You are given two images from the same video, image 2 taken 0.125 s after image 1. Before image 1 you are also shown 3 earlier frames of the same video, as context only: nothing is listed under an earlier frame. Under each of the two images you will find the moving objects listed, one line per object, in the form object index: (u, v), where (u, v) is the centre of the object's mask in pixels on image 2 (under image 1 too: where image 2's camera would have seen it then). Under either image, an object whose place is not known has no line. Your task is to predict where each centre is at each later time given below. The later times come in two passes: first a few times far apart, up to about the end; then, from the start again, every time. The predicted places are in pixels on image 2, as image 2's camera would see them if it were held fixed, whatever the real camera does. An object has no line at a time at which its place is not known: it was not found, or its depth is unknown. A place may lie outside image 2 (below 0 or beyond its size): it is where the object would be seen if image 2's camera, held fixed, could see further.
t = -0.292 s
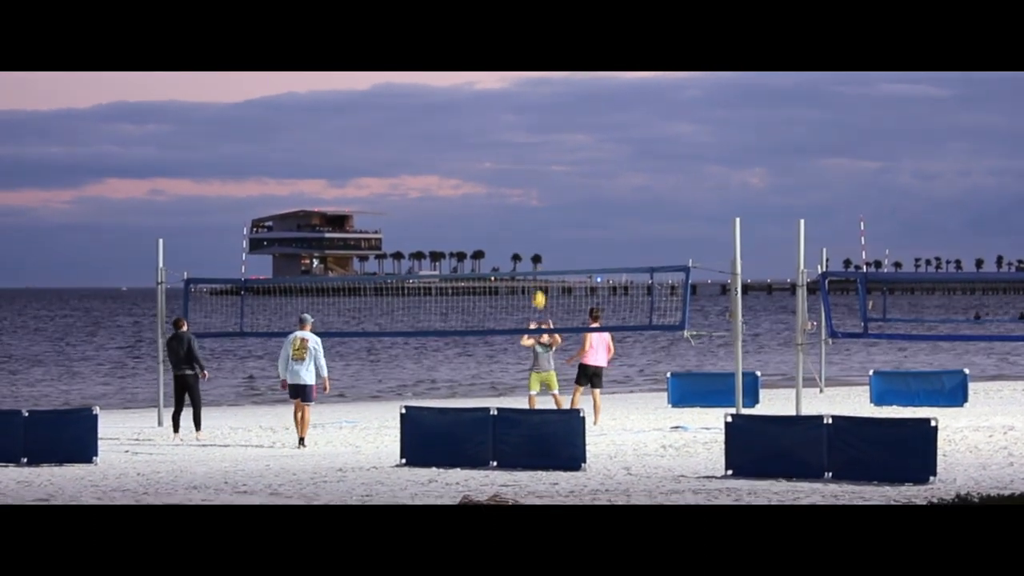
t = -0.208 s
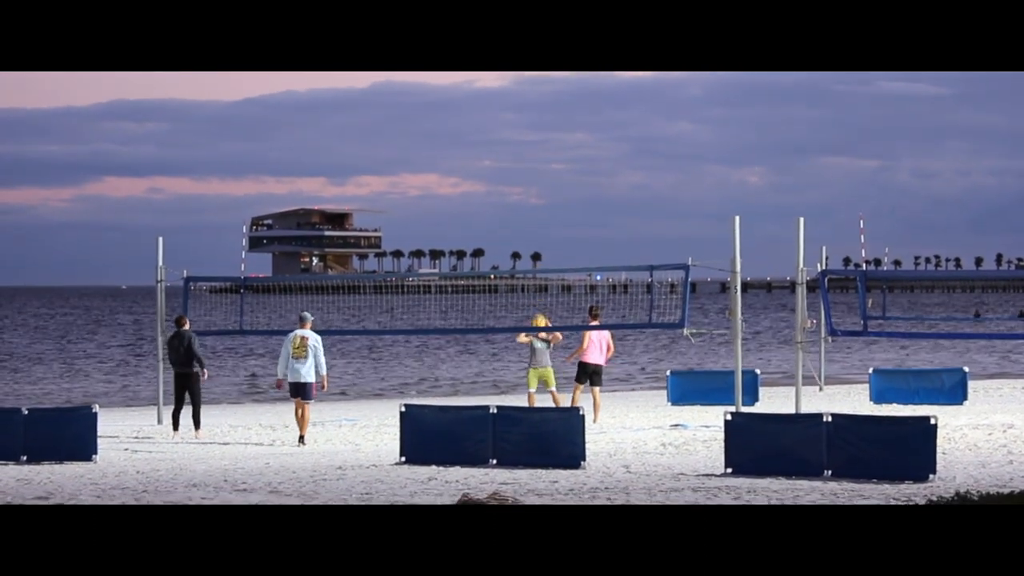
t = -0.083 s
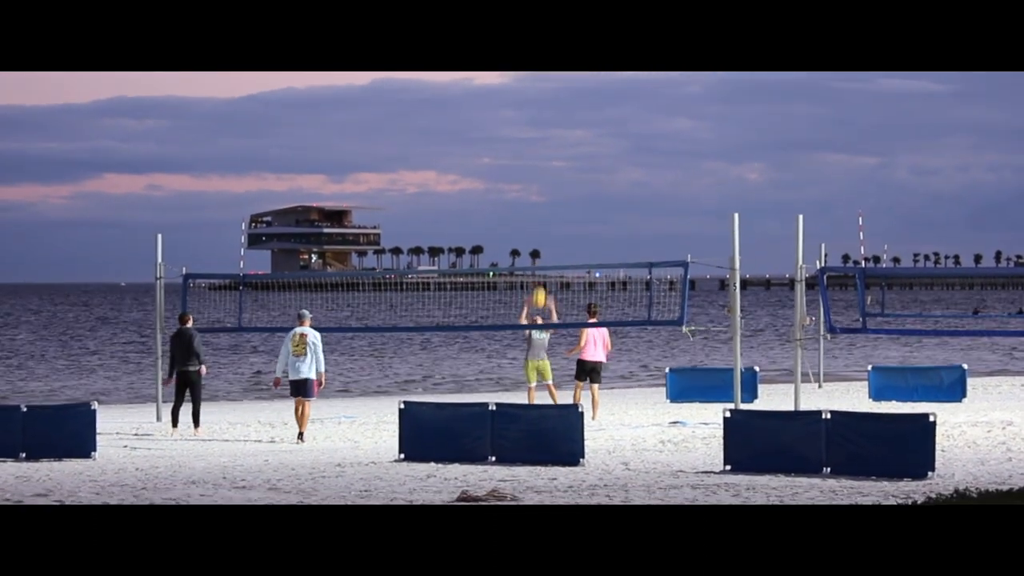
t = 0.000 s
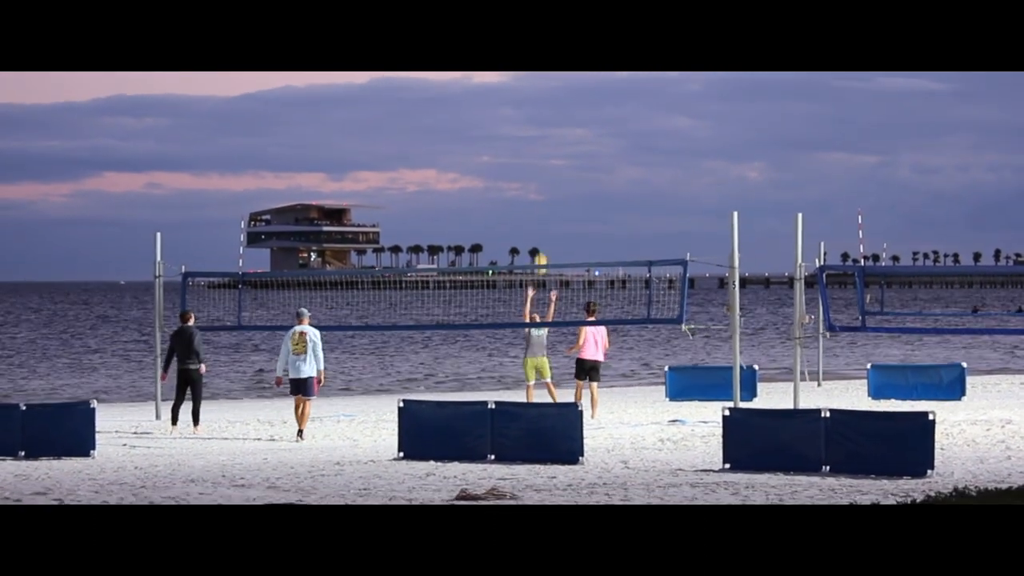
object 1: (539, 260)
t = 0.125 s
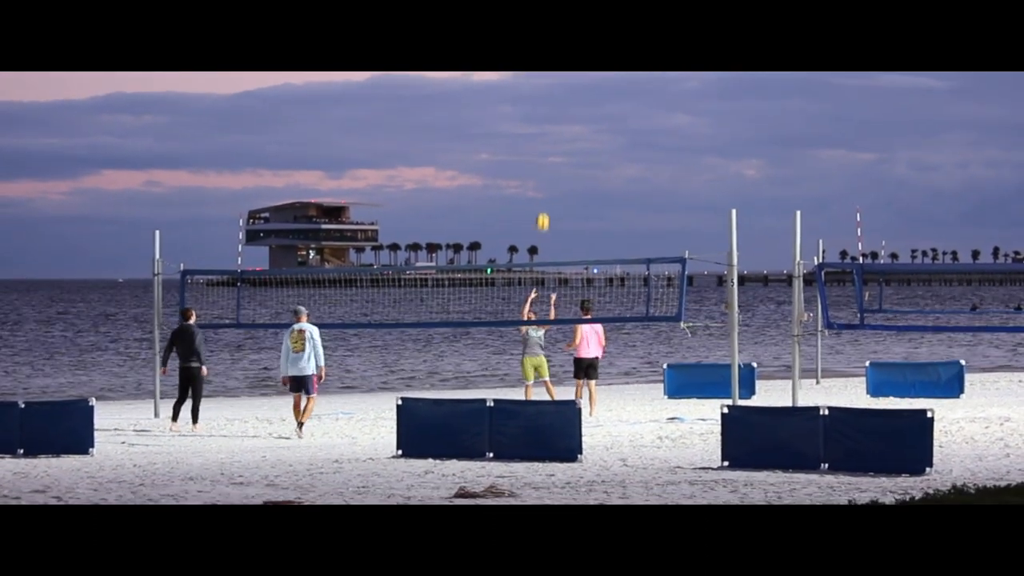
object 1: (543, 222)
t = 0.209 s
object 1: (546, 201)
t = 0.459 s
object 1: (561, 165)
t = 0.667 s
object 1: (579, 165)
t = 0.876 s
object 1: (601, 192)
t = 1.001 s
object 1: (616, 221)
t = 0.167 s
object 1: (544, 210)
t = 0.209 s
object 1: (546, 201)
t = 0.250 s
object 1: (548, 192)
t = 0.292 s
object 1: (550, 184)
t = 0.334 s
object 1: (553, 178)
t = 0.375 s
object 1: (555, 173)
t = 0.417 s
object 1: (558, 168)
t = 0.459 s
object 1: (561, 165)
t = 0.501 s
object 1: (564, 163)
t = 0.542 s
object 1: (568, 162)
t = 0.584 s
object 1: (571, 162)
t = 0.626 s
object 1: (575, 163)
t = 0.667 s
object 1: (579, 165)
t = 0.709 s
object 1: (583, 168)
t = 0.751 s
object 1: (587, 172)
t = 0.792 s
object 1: (592, 178)
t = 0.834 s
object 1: (596, 184)
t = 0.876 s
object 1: (601, 192)
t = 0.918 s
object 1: (606, 201)
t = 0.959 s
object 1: (611, 211)
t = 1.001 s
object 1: (616, 221)
